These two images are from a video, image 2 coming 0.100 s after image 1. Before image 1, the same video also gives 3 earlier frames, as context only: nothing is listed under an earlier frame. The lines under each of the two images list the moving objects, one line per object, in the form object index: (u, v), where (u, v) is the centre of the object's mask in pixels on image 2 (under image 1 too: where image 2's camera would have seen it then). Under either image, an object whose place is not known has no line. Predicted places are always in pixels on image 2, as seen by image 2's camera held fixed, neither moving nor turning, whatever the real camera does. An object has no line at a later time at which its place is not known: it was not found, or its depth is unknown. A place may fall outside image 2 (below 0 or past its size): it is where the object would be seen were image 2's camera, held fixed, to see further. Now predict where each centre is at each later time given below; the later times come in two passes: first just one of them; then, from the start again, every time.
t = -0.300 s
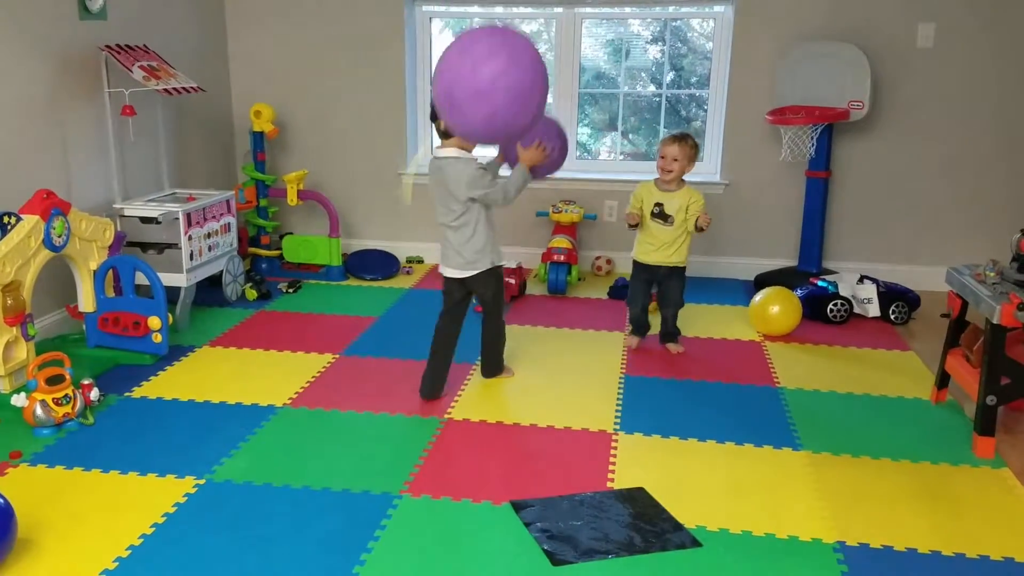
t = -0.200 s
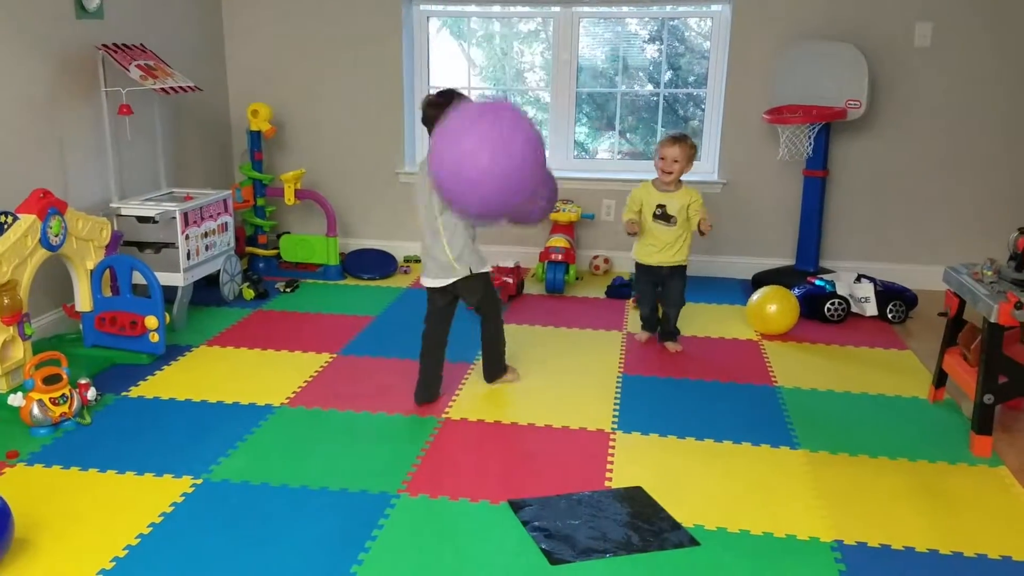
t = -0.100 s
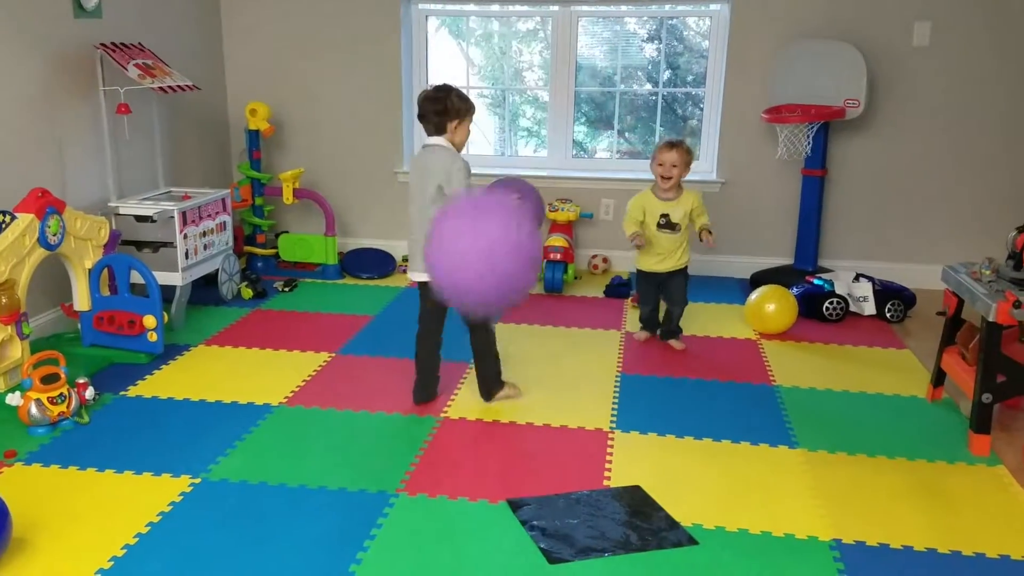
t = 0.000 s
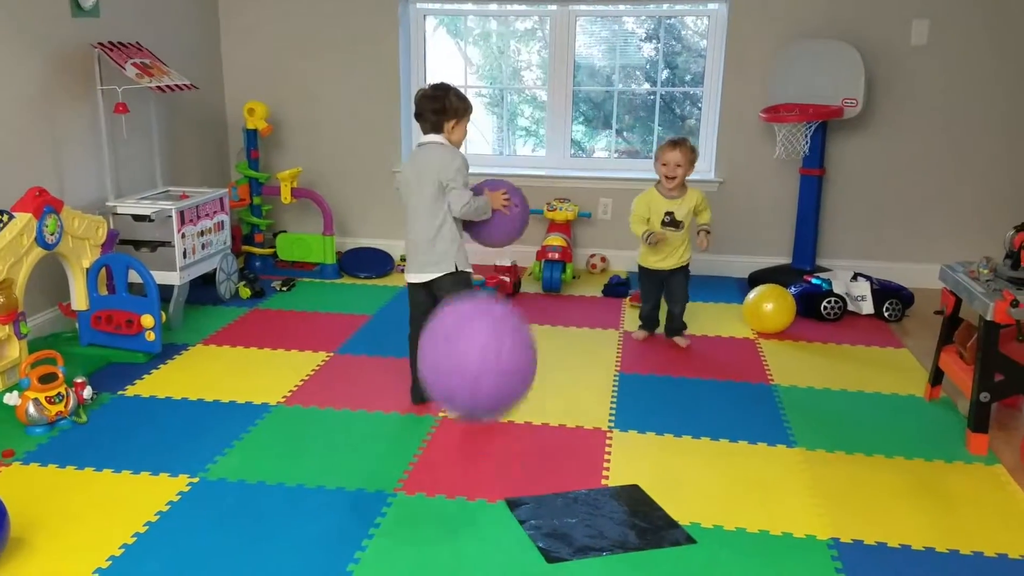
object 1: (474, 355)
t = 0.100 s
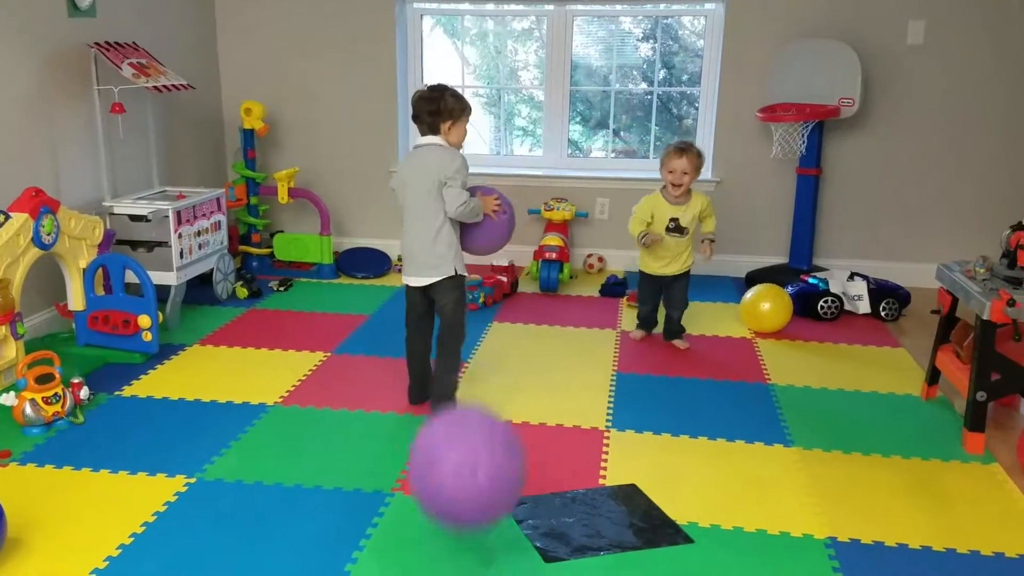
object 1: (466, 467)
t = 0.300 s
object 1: (450, 474)
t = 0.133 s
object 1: (464, 503)
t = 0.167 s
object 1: (460, 528)
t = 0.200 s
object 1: (457, 532)
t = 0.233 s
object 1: (453, 514)
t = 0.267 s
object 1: (451, 493)
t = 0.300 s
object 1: (450, 474)
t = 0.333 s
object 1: (449, 457)
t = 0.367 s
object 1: (448, 442)
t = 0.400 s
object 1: (447, 428)
